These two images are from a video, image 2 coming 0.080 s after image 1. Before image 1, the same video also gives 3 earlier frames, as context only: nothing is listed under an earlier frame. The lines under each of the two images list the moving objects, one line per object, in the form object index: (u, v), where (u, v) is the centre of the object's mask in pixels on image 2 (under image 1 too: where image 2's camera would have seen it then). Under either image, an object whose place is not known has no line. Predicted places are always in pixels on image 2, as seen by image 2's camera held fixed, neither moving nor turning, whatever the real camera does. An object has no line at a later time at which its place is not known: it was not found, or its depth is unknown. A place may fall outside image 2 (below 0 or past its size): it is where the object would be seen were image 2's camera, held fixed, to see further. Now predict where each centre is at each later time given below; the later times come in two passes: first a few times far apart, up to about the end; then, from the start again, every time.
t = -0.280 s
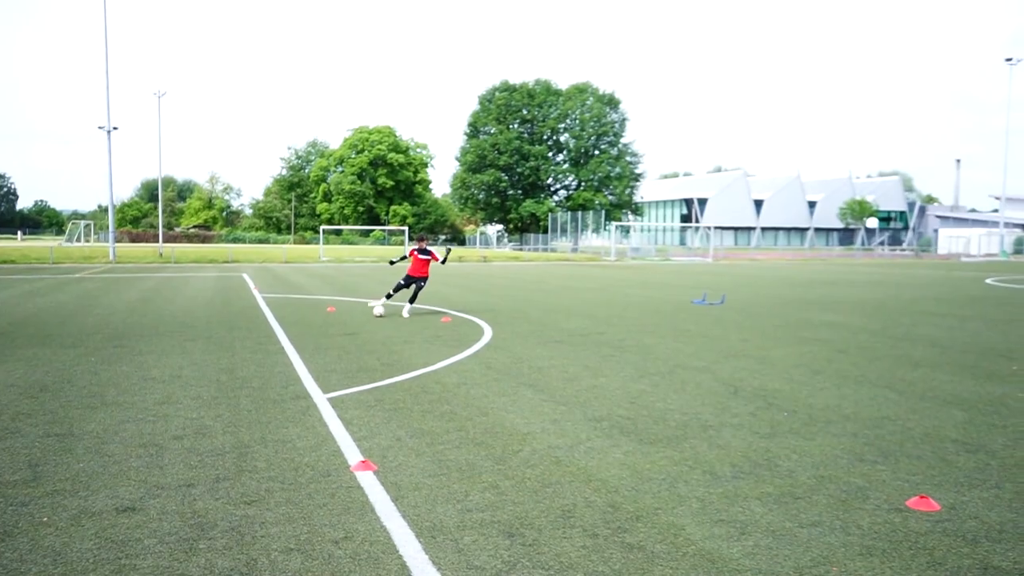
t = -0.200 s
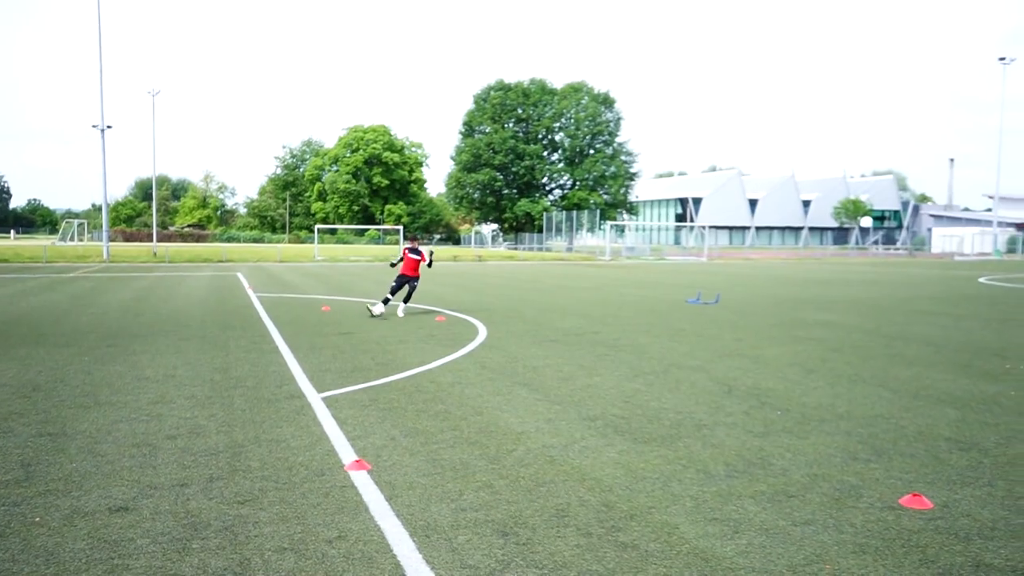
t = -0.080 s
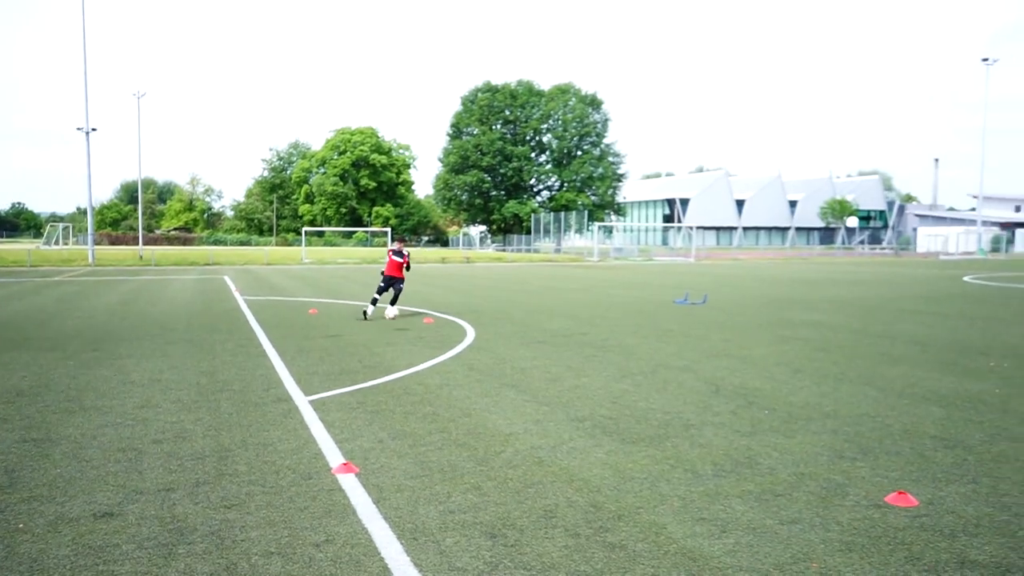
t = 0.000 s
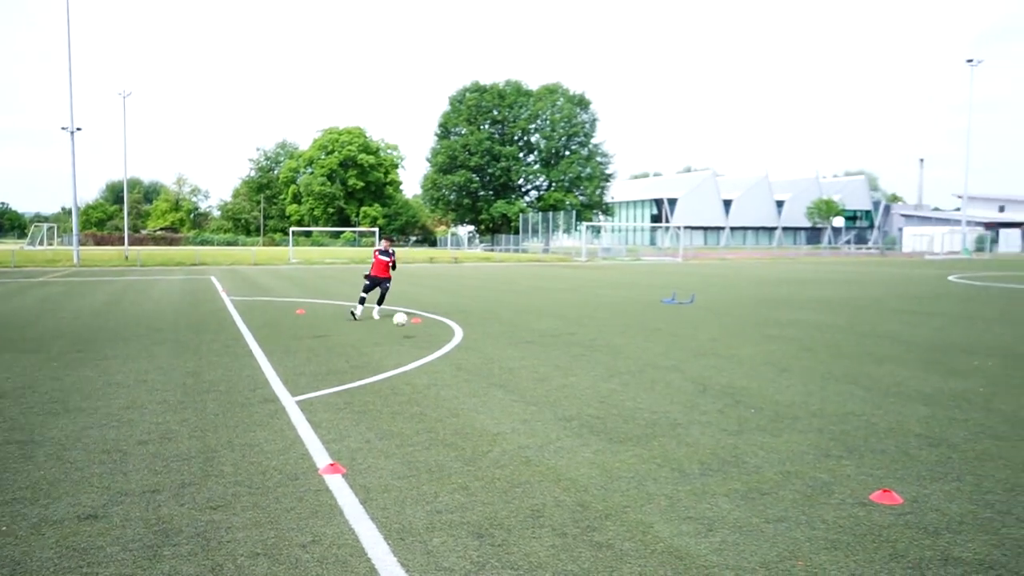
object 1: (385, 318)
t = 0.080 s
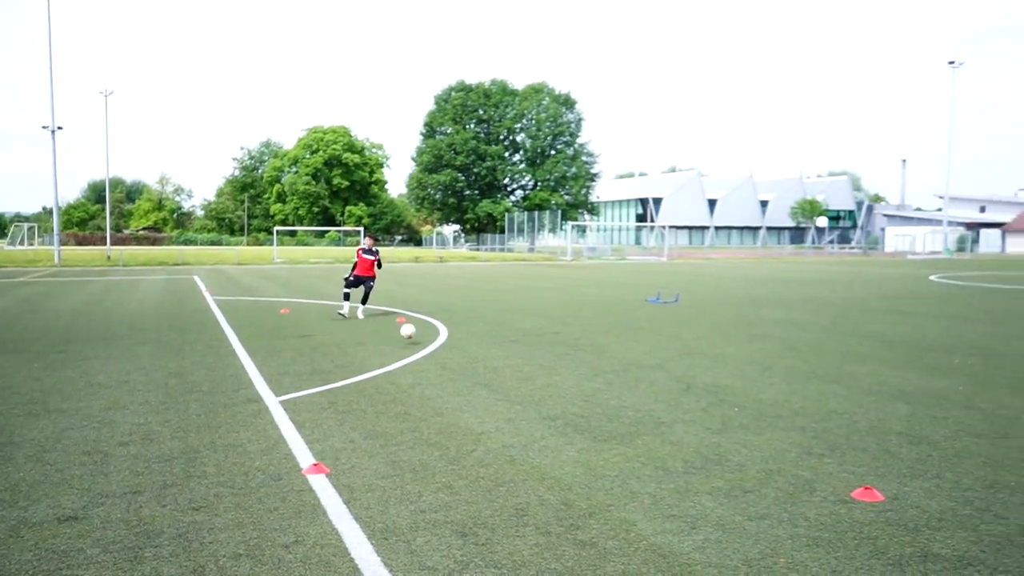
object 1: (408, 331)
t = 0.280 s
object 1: (469, 341)
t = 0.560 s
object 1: (587, 383)
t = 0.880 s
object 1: (806, 453)
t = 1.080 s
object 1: (1055, 527)
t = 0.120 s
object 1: (420, 340)
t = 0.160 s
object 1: (432, 341)
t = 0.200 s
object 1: (444, 339)
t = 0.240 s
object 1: (456, 340)
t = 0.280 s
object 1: (469, 341)
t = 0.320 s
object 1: (483, 345)
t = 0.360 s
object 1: (498, 349)
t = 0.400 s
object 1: (514, 357)
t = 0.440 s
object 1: (532, 366)
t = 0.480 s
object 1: (550, 378)
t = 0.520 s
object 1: (568, 383)
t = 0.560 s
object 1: (587, 383)
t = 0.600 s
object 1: (608, 385)
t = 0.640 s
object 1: (630, 389)
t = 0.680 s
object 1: (653, 395)
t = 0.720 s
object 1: (679, 404)
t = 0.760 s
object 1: (707, 416)
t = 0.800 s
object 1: (737, 432)
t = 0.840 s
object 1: (770, 450)
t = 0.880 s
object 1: (806, 453)
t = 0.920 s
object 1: (846, 459)
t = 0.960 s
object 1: (890, 469)
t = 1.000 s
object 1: (939, 483)
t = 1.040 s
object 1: (993, 502)
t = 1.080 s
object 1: (1055, 527)
